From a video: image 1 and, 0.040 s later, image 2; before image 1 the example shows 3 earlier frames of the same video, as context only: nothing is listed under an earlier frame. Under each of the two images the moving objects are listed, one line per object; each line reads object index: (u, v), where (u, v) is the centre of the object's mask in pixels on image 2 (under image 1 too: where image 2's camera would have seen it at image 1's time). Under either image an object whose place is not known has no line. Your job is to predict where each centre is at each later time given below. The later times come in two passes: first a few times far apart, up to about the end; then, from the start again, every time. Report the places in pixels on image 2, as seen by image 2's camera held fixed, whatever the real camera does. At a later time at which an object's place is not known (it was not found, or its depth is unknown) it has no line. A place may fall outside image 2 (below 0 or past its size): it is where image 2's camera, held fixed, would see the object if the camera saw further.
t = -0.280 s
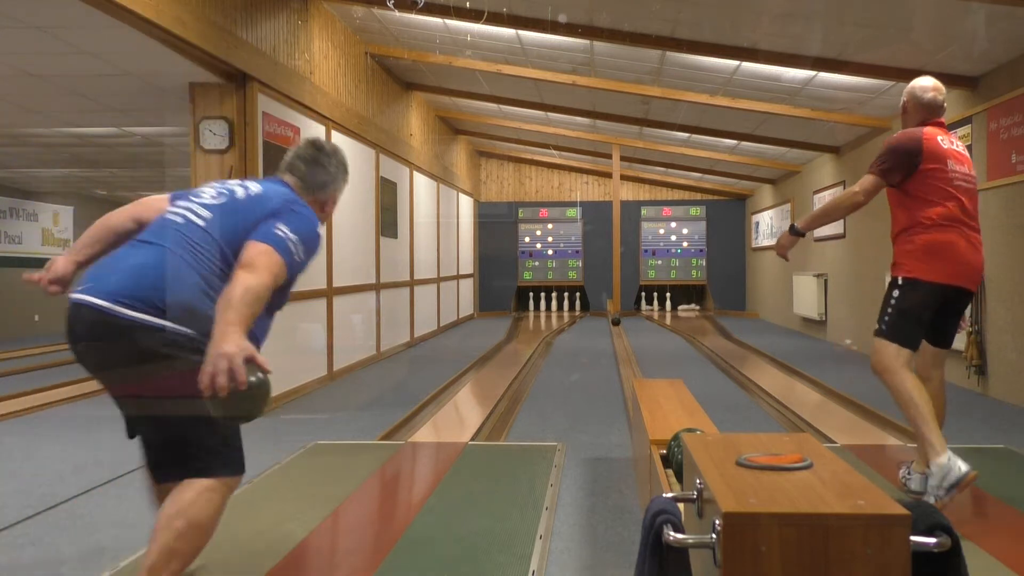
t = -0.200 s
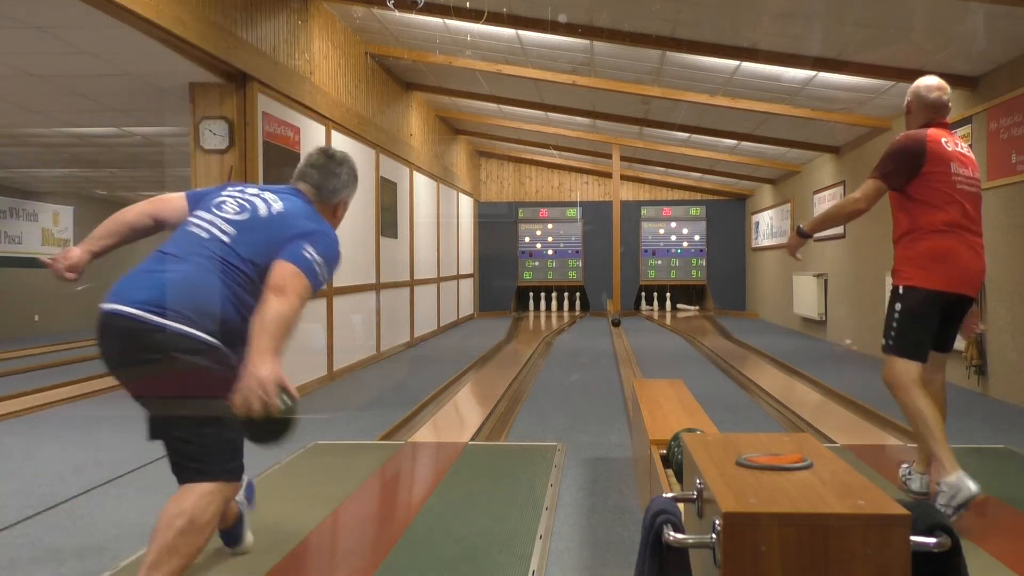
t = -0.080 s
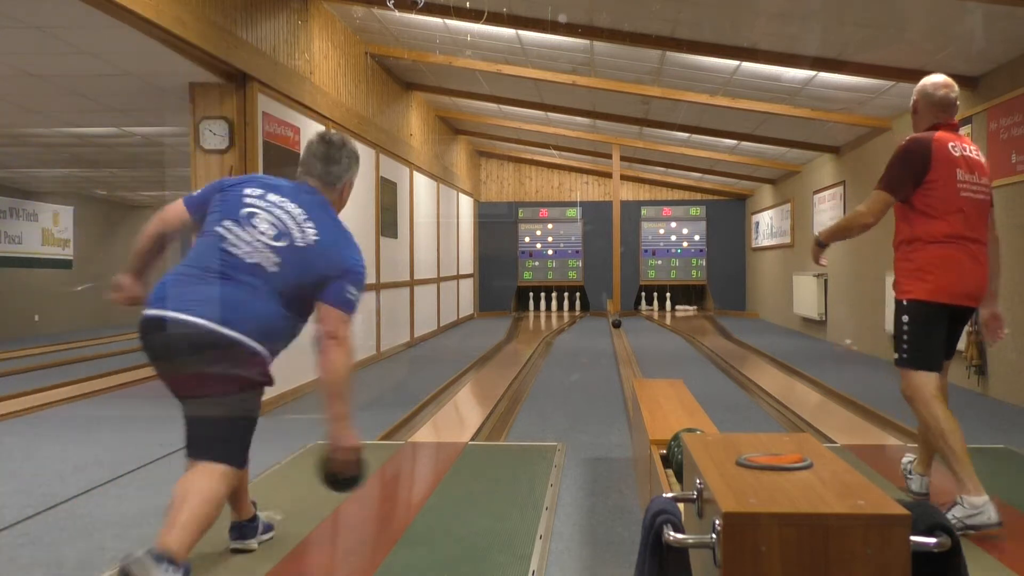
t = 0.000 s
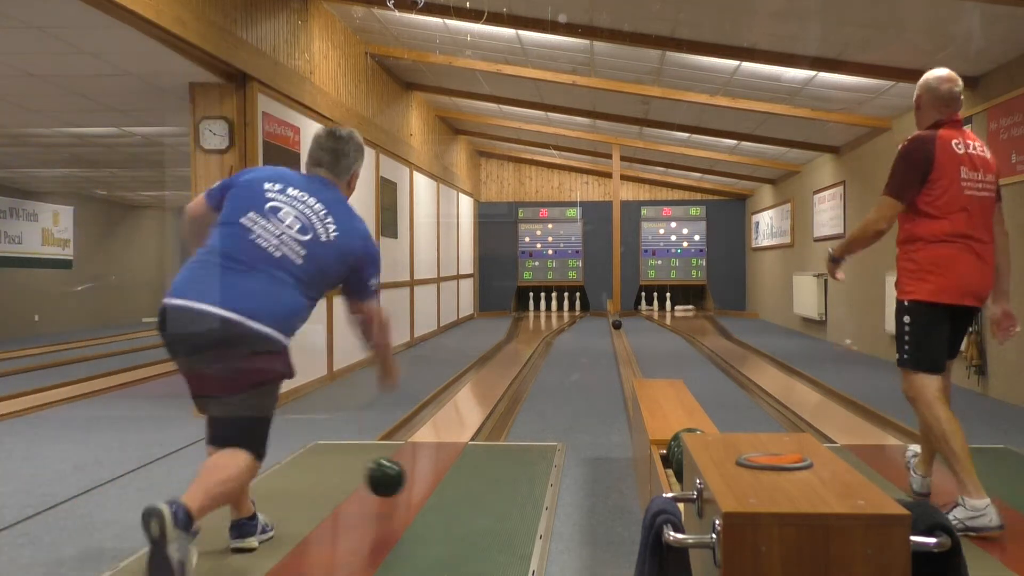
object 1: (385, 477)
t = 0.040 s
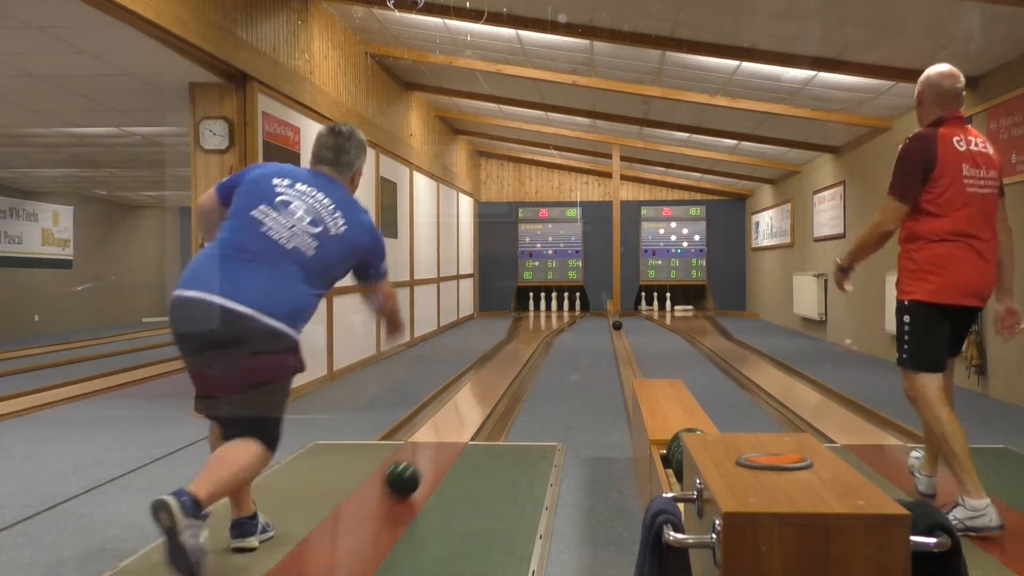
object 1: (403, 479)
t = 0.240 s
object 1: (456, 420)
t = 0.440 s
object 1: (486, 386)
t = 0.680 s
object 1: (507, 362)
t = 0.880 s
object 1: (518, 348)
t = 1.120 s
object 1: (527, 337)
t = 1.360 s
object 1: (534, 328)
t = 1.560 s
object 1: (538, 323)
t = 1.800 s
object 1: (542, 316)
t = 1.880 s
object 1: (543, 315)
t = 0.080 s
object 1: (416, 463)
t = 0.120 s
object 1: (428, 450)
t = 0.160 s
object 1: (439, 439)
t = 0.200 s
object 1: (448, 429)
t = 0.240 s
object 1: (456, 420)
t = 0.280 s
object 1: (464, 412)
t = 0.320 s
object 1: (470, 405)
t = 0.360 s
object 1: (476, 398)
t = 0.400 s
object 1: (481, 392)
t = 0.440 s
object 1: (486, 386)
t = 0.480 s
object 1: (491, 381)
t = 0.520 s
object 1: (495, 376)
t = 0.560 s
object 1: (498, 372)
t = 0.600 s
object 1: (501, 368)
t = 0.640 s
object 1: (504, 365)
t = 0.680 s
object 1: (507, 362)
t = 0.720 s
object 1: (510, 359)
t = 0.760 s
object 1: (512, 356)
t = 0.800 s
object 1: (514, 353)
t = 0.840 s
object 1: (516, 350)
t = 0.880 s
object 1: (518, 348)
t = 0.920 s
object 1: (520, 346)
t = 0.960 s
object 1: (522, 344)
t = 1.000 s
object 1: (523, 342)
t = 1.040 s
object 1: (525, 340)
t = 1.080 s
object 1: (526, 338)
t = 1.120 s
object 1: (527, 337)
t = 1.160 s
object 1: (528, 335)
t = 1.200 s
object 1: (530, 334)
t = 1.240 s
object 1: (531, 332)
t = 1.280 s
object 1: (532, 331)
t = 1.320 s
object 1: (533, 329)
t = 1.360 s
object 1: (534, 328)
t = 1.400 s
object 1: (534, 327)
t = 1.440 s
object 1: (535, 326)
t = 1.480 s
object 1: (536, 324)
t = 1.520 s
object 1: (537, 323)
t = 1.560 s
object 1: (538, 323)
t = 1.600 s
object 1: (538, 321)
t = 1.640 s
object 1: (539, 320)
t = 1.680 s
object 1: (540, 319)
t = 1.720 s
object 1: (541, 318)
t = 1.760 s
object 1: (541, 317)
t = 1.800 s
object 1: (542, 316)
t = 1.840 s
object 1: (542, 315)
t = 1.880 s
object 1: (543, 315)
